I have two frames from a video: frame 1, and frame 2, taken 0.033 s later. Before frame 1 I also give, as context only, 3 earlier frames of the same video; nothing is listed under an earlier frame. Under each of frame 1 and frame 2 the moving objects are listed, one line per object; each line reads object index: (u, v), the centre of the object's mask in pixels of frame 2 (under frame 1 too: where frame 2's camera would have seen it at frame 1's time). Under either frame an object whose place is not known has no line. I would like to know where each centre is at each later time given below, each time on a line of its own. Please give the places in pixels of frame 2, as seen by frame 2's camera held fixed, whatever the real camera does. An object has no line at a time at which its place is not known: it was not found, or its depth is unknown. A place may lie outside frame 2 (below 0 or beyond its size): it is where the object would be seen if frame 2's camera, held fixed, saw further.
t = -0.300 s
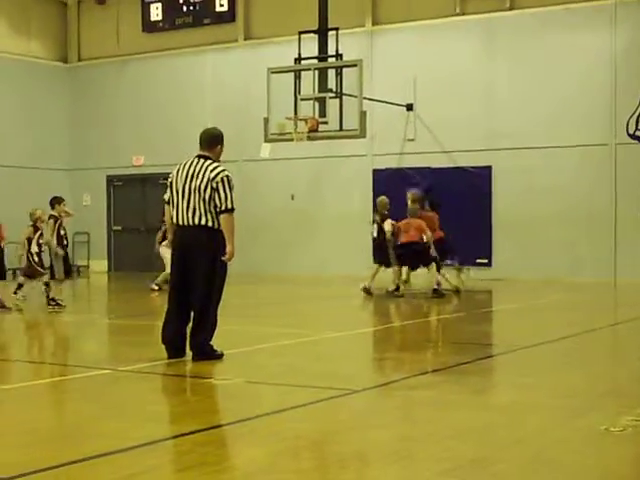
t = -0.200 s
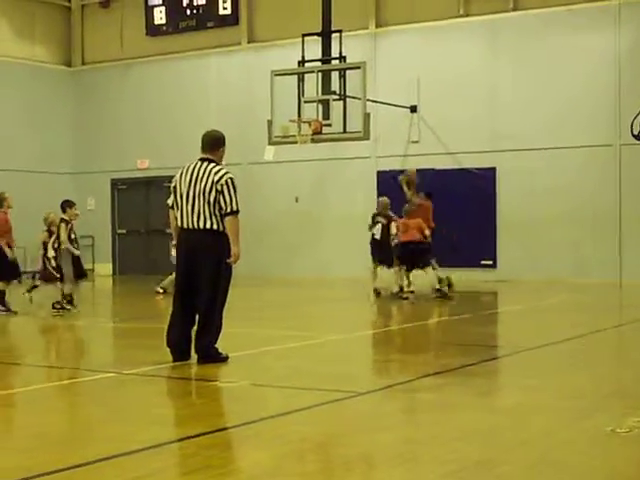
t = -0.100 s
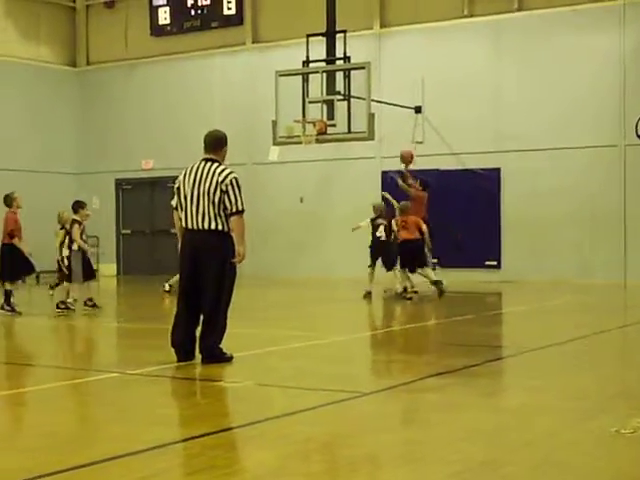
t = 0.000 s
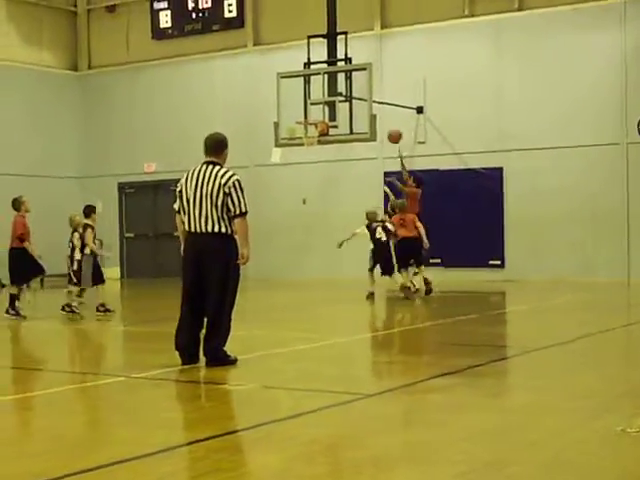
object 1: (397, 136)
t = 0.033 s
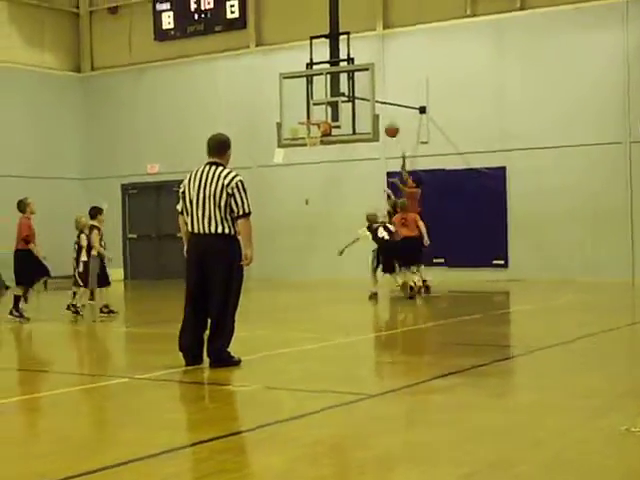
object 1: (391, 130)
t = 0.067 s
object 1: (386, 125)
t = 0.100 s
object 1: (381, 120)
